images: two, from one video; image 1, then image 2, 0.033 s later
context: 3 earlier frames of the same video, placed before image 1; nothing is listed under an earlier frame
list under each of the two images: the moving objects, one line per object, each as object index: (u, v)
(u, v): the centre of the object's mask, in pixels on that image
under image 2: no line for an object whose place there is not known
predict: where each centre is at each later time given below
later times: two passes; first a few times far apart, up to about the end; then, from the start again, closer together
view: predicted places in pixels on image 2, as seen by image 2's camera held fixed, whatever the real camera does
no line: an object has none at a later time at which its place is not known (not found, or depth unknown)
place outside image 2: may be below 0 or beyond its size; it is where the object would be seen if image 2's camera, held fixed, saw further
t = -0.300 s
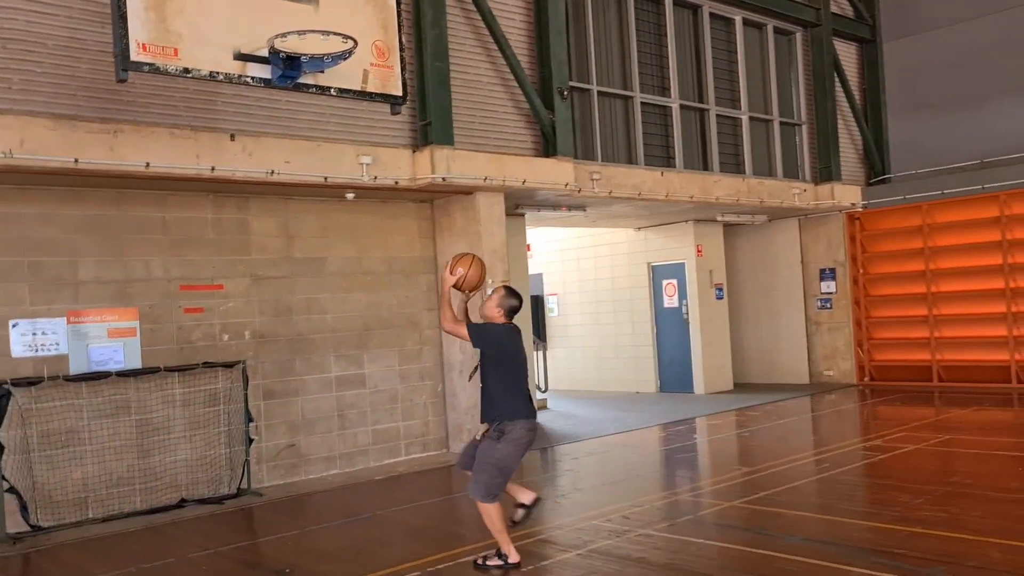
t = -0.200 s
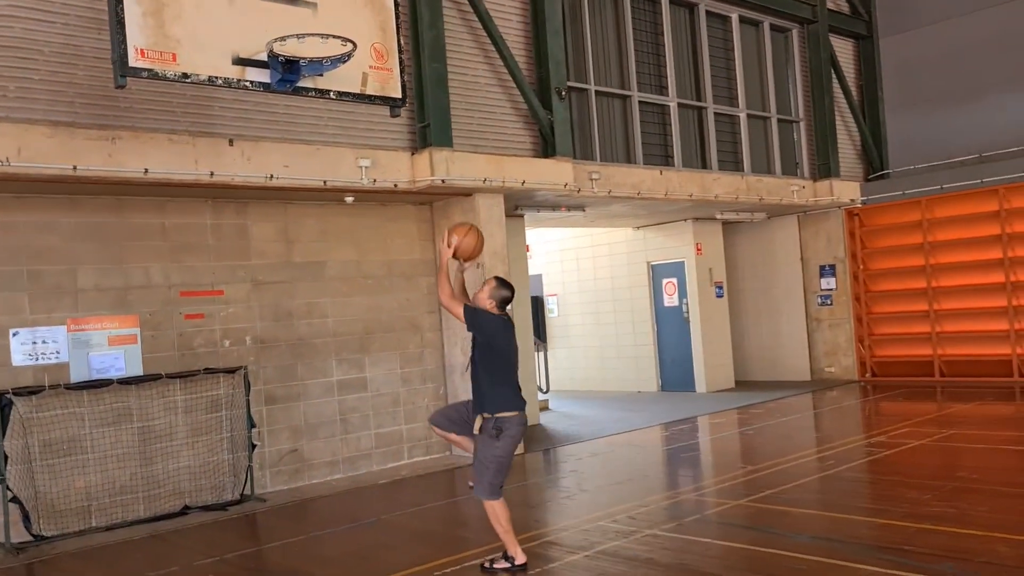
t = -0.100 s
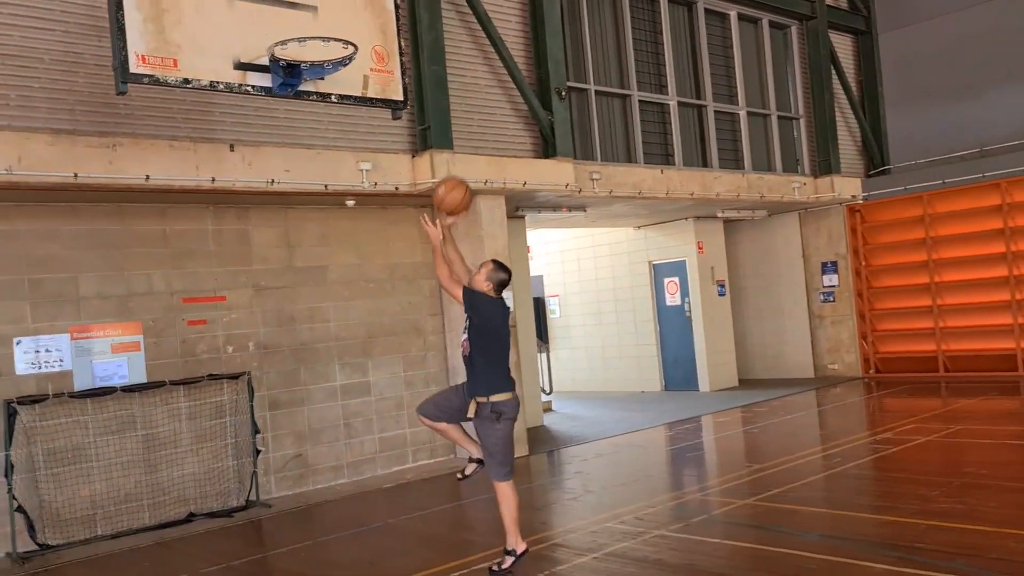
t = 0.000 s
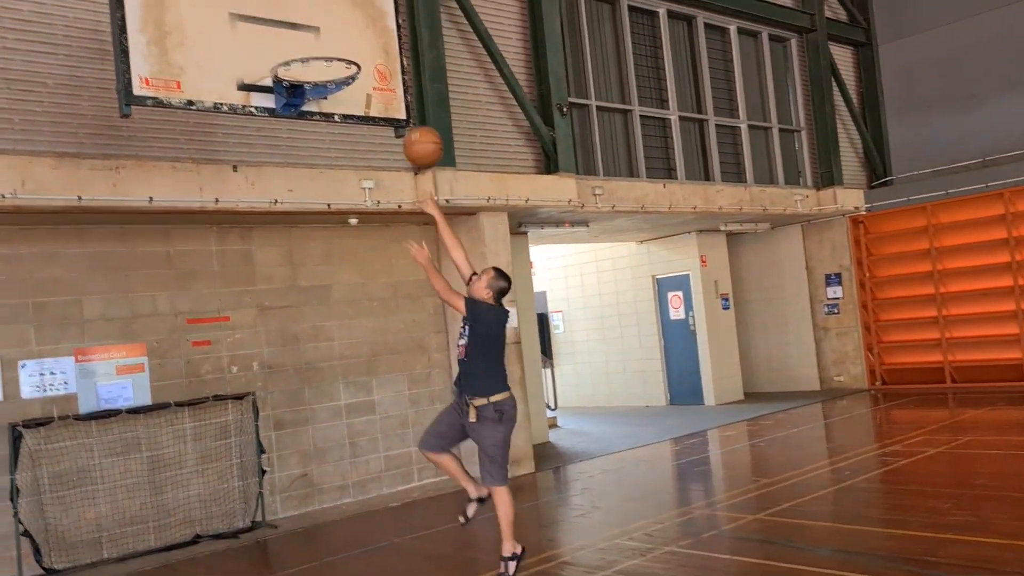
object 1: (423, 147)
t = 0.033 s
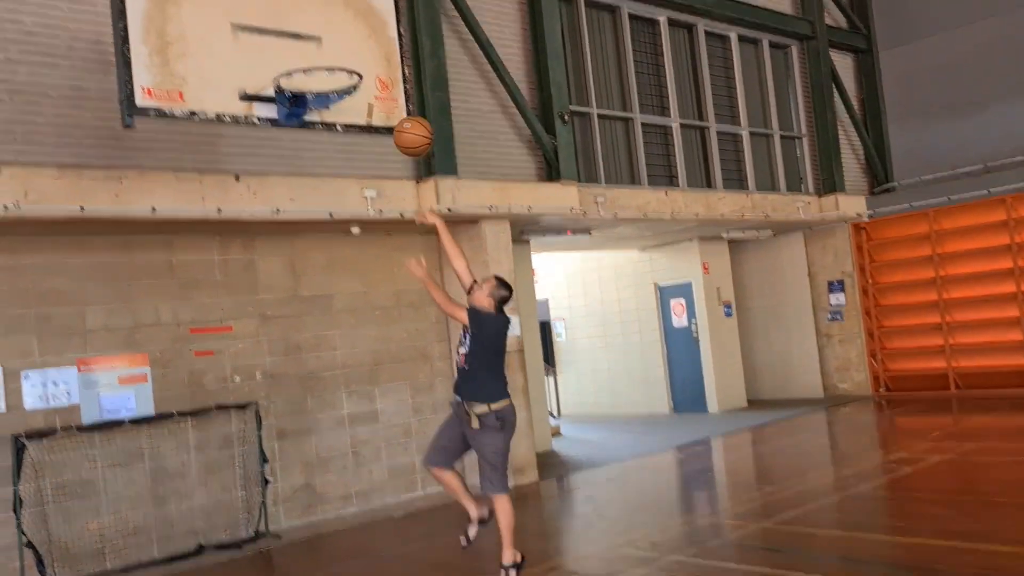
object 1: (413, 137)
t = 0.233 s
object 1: (345, 55)
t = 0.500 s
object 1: (306, 53)
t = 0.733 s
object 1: (300, 156)
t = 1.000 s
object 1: (303, 416)
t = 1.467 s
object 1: (271, 363)
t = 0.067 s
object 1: (401, 118)
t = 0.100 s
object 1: (390, 102)
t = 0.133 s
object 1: (379, 88)
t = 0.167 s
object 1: (368, 75)
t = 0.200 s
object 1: (357, 64)
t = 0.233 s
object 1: (345, 55)
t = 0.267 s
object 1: (334, 49)
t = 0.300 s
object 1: (324, 44)
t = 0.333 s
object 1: (316, 41)
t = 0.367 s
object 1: (314, 40)
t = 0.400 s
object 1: (312, 41)
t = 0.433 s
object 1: (310, 43)
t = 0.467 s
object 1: (308, 47)
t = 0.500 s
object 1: (306, 53)
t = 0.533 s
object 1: (305, 61)
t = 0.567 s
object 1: (304, 72)
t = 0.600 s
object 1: (303, 87)
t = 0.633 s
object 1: (301, 100)
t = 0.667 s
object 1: (300, 116)
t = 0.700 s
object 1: (299, 134)
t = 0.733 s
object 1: (300, 156)
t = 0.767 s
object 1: (299, 179)
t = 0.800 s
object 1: (298, 205)
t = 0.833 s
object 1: (299, 235)
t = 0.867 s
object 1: (300, 266)
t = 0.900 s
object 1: (300, 299)
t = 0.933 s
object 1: (301, 336)
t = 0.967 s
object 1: (302, 376)
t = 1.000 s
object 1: (303, 416)
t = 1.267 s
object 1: (293, 550)
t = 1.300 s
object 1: (290, 512)
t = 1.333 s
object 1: (287, 479)
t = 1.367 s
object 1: (281, 446)
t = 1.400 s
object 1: (278, 416)
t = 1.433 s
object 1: (274, 389)
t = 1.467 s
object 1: (271, 363)
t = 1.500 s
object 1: (268, 339)
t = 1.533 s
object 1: (265, 319)
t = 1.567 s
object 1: (263, 300)
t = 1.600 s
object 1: (261, 283)
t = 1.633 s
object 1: (258, 270)
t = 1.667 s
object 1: (255, 258)
